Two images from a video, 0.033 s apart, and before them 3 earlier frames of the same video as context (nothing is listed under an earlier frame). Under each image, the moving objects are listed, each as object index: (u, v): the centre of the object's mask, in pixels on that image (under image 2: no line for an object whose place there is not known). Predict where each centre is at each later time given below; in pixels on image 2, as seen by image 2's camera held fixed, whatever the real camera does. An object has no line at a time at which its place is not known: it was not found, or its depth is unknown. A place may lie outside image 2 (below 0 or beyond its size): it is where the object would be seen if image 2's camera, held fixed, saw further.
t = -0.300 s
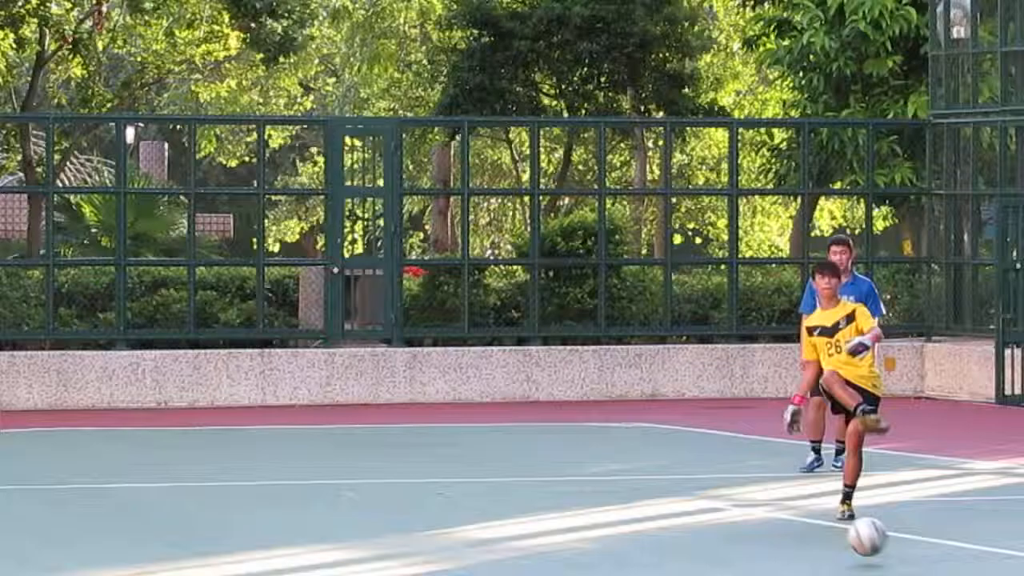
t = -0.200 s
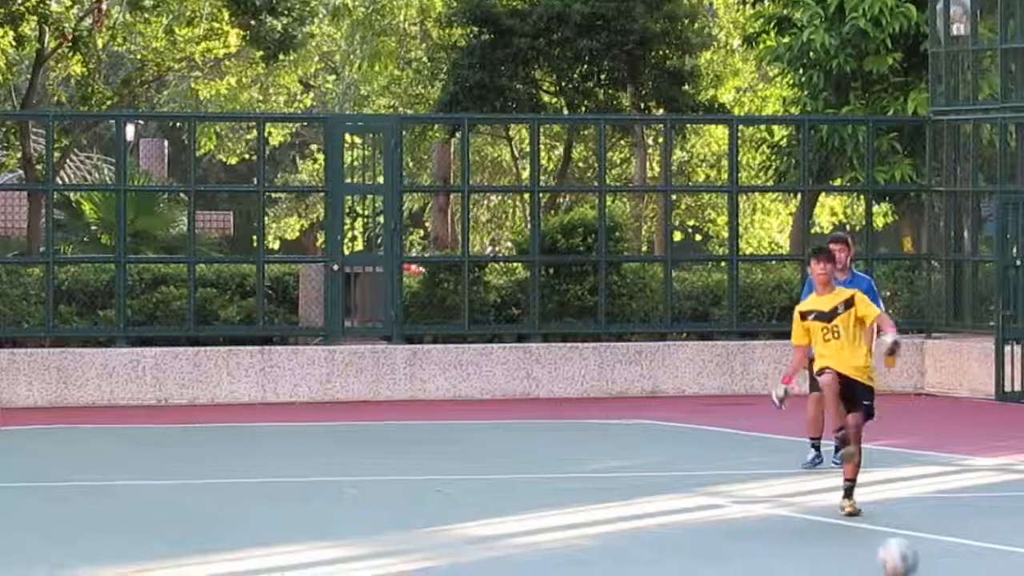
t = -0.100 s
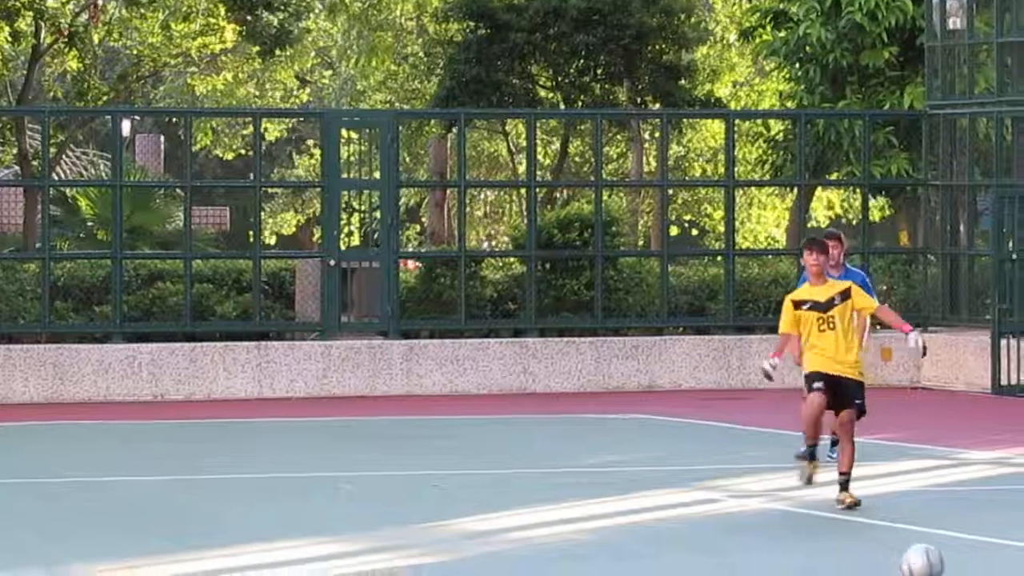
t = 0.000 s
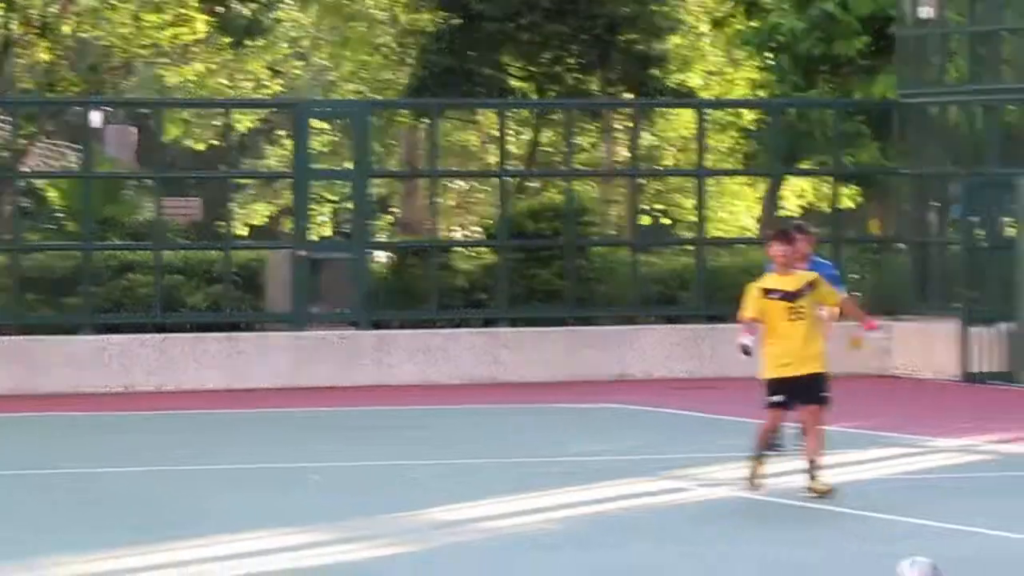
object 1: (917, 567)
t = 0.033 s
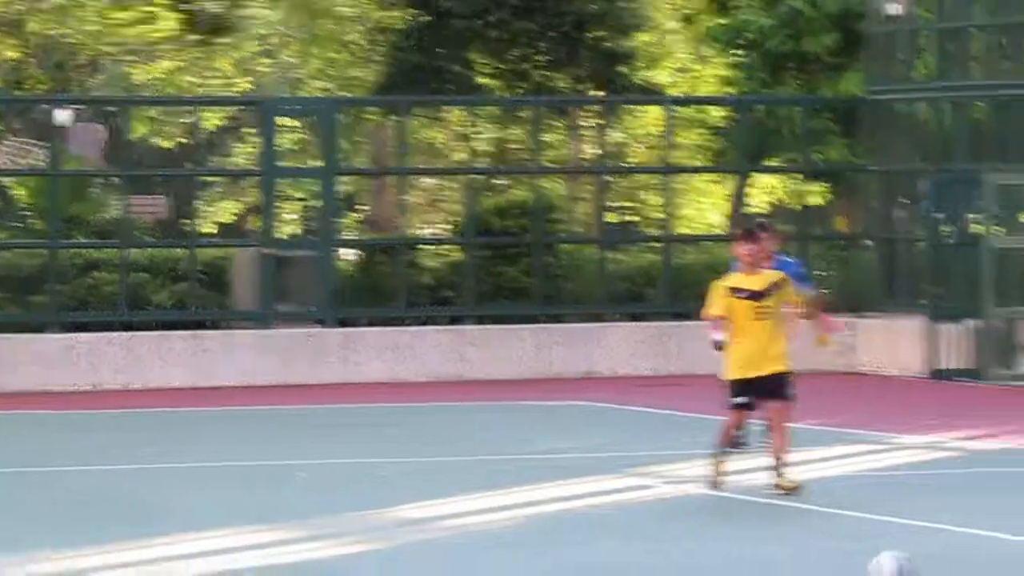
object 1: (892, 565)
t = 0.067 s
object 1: (902, 568)
